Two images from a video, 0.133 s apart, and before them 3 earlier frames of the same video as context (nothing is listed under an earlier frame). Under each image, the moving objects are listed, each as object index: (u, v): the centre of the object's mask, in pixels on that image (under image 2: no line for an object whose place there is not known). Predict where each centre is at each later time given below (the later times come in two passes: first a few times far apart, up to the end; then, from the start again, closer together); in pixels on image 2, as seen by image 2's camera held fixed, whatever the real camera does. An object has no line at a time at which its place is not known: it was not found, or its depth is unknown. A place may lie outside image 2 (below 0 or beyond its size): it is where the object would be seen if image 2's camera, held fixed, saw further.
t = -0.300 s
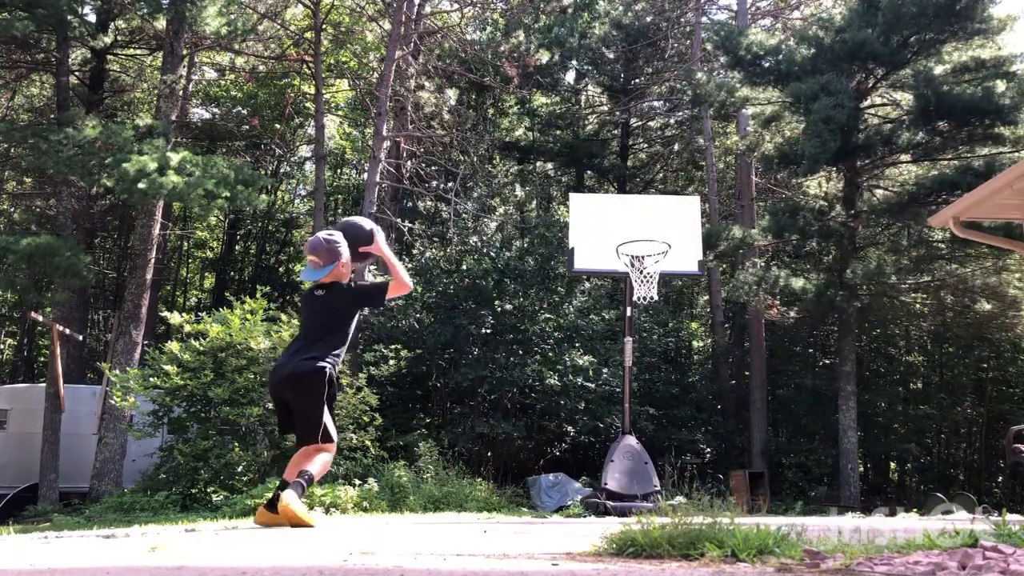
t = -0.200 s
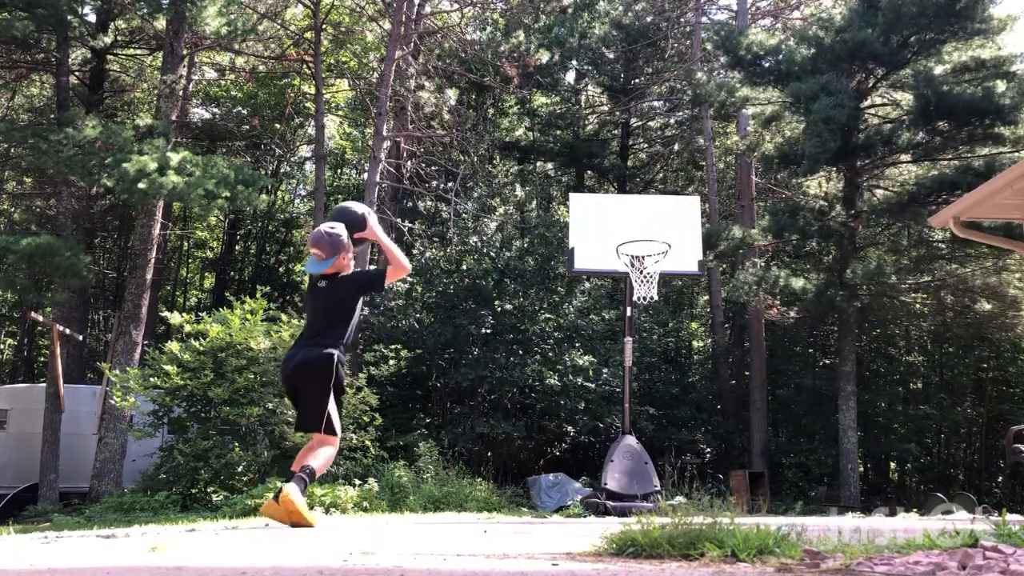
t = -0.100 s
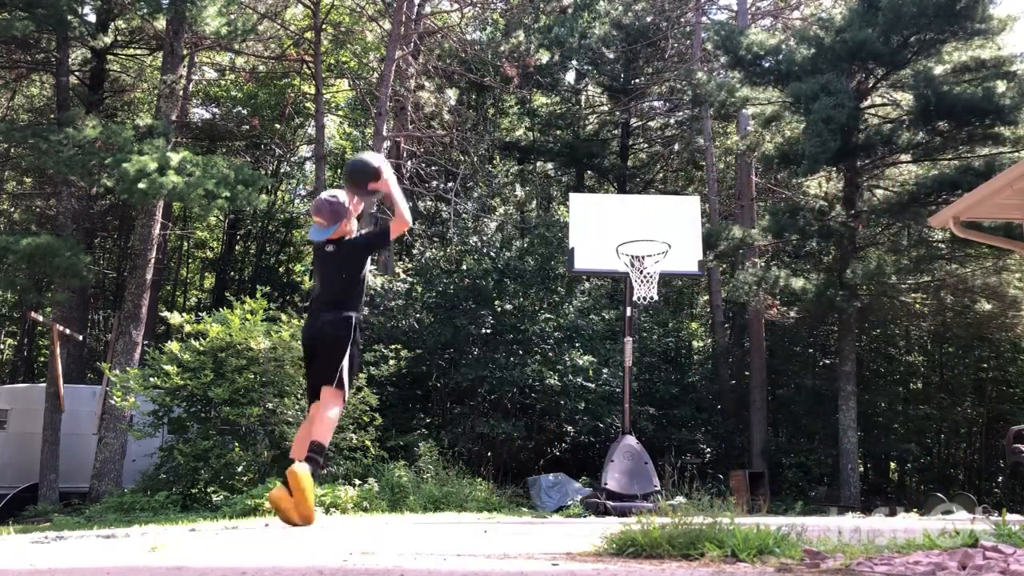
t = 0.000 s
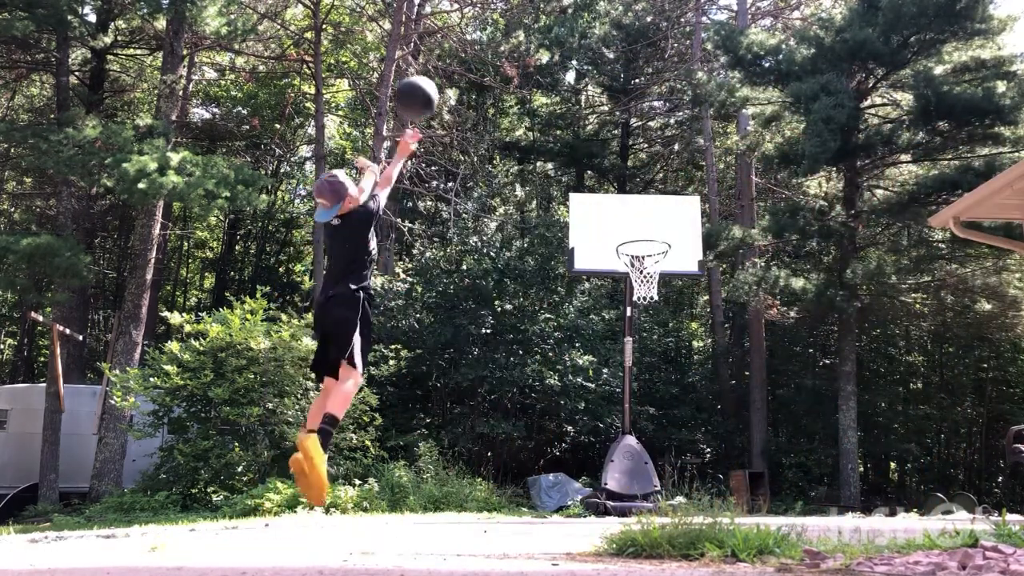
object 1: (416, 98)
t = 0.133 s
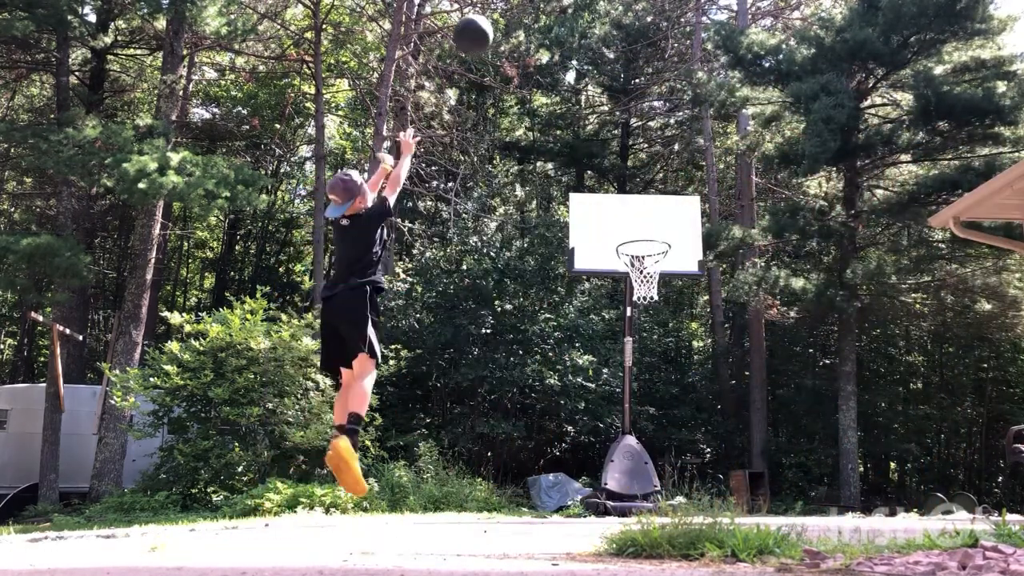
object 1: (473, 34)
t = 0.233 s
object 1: (507, 14)
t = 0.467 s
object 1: (571, 14)
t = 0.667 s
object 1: (613, 63)
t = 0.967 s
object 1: (664, 196)
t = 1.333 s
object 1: (733, 341)
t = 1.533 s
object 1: (787, 474)
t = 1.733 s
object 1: (825, 395)
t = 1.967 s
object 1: (874, 289)
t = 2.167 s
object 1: (928, 250)
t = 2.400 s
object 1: (1009, 287)
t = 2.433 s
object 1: (1015, 302)
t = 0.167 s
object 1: (485, 25)
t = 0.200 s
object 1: (497, 18)
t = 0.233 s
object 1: (507, 14)
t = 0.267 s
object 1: (518, 12)
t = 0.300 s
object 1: (527, 11)
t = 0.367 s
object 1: (545, 10)
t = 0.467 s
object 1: (571, 14)
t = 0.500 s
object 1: (579, 19)
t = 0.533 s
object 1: (585, 25)
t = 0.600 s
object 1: (600, 41)
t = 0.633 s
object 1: (607, 50)
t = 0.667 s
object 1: (613, 63)
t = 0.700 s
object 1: (618, 74)
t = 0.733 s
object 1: (625, 87)
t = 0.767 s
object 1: (632, 99)
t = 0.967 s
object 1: (664, 196)
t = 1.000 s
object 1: (668, 217)
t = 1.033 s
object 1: (673, 236)
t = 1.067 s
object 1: (678, 256)
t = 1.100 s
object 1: (684, 271)
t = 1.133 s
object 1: (691, 276)
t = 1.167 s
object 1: (697, 283)
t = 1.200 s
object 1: (704, 292)
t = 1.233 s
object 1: (711, 302)
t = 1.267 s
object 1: (718, 313)
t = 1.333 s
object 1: (733, 341)
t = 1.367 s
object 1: (742, 357)
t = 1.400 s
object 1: (750, 377)
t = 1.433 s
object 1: (759, 398)
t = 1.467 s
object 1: (768, 421)
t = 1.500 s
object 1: (777, 446)
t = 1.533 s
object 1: (787, 474)
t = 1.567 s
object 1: (797, 500)
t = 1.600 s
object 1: (803, 483)
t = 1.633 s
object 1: (808, 460)
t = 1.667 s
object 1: (814, 437)
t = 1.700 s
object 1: (820, 415)
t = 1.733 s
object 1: (825, 395)
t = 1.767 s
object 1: (831, 377)
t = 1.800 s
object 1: (838, 359)
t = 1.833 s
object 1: (845, 342)
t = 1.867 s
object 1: (851, 327)
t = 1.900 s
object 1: (858, 313)
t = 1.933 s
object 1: (865, 300)
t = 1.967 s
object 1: (874, 289)
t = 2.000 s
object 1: (882, 278)
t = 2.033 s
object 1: (890, 270)
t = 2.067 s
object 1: (899, 262)
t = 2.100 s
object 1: (908, 257)
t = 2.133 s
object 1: (917, 253)
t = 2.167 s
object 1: (928, 250)
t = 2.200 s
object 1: (938, 249)
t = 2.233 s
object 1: (949, 250)
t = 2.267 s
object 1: (961, 253)
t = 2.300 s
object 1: (974, 259)
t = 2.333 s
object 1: (987, 266)
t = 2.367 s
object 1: (1000, 276)
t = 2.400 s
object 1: (1009, 287)
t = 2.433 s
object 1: (1015, 302)
